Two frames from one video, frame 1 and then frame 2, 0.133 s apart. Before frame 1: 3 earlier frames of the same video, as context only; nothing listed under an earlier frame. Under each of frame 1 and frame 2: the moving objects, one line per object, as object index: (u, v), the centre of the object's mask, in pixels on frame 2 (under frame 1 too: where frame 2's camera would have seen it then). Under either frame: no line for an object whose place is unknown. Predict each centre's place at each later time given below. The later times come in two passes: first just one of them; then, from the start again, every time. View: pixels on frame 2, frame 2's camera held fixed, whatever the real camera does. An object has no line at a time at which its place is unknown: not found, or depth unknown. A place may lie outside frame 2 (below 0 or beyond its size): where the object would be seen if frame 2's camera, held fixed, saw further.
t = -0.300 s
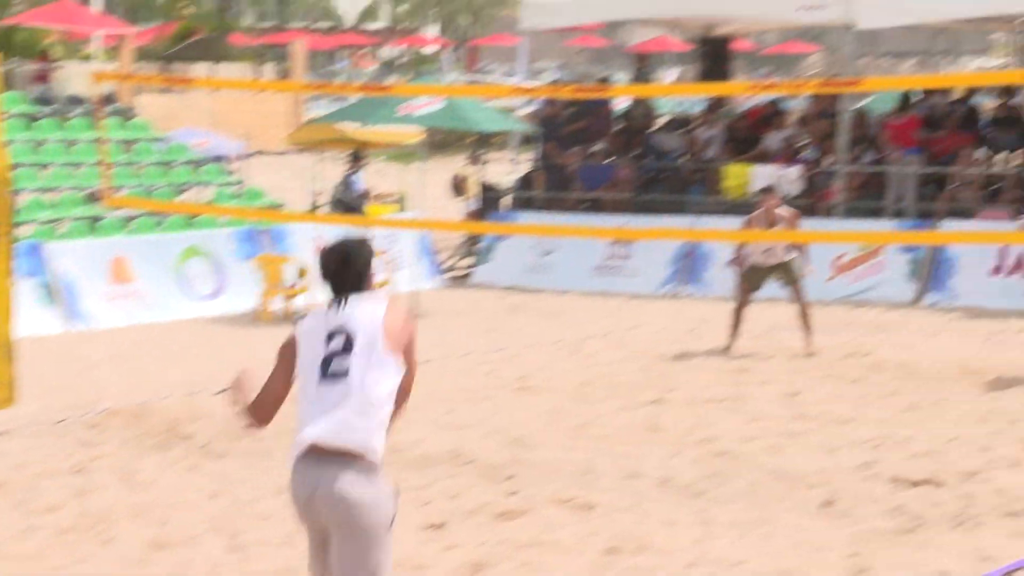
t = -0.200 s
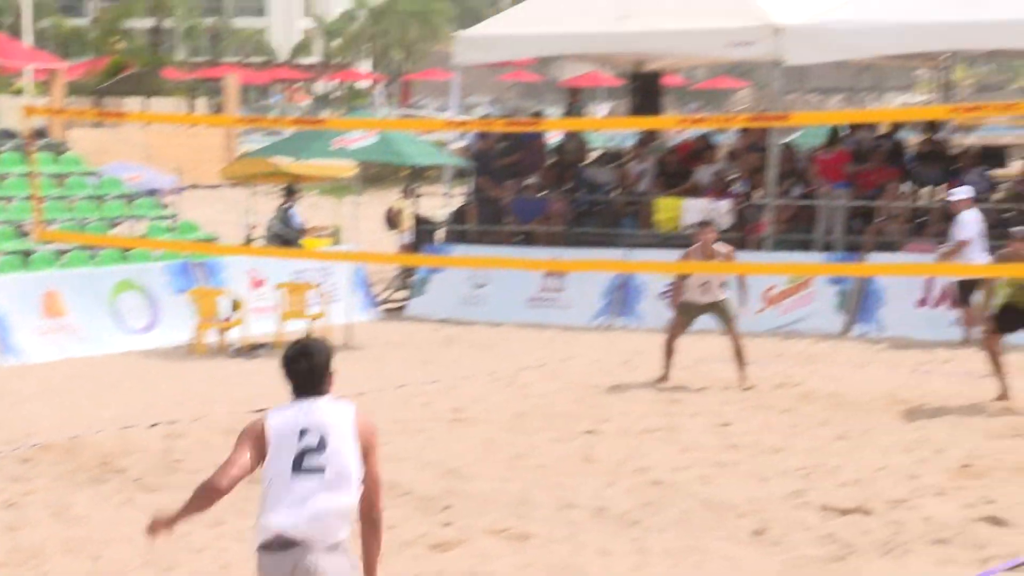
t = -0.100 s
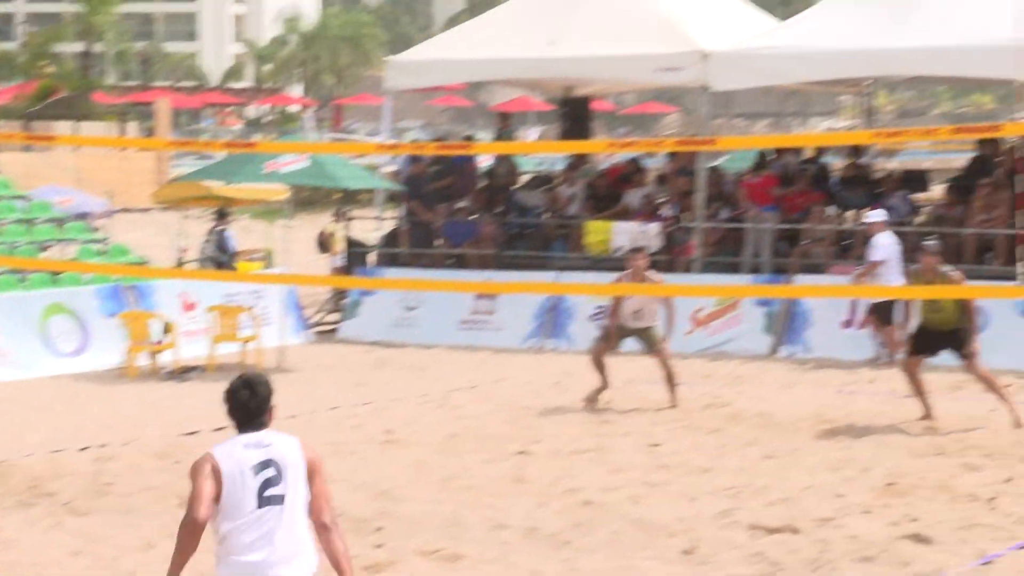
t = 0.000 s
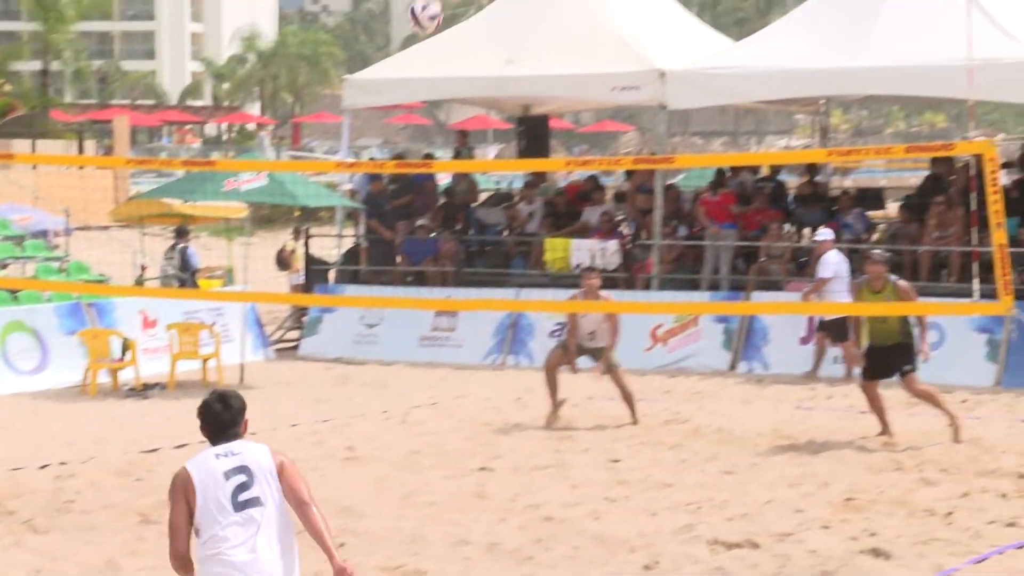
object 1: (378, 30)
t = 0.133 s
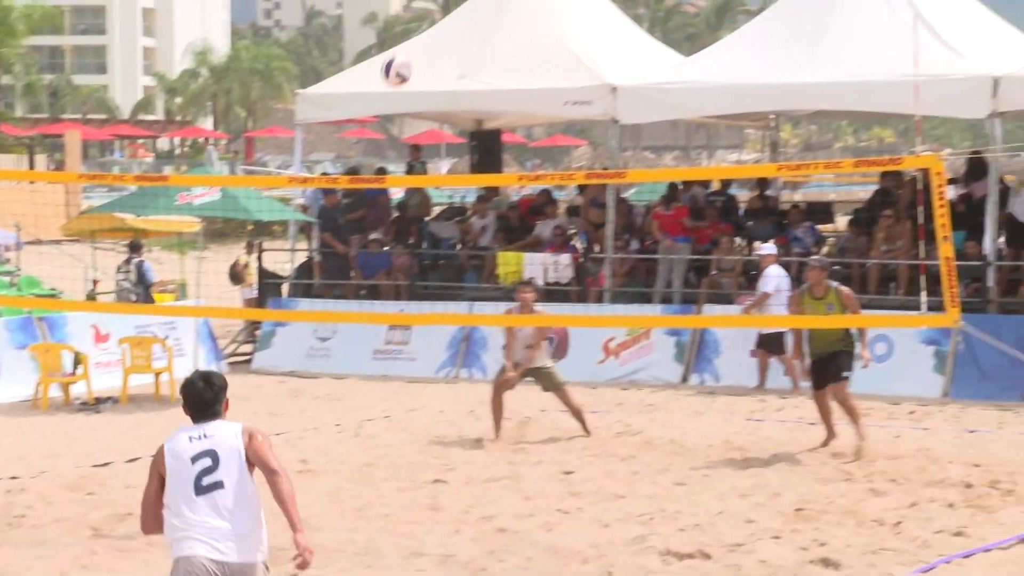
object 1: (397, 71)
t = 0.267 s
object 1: (411, 125)
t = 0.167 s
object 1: (400, 83)
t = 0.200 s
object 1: (404, 98)
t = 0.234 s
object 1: (409, 111)
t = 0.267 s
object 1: (411, 125)
